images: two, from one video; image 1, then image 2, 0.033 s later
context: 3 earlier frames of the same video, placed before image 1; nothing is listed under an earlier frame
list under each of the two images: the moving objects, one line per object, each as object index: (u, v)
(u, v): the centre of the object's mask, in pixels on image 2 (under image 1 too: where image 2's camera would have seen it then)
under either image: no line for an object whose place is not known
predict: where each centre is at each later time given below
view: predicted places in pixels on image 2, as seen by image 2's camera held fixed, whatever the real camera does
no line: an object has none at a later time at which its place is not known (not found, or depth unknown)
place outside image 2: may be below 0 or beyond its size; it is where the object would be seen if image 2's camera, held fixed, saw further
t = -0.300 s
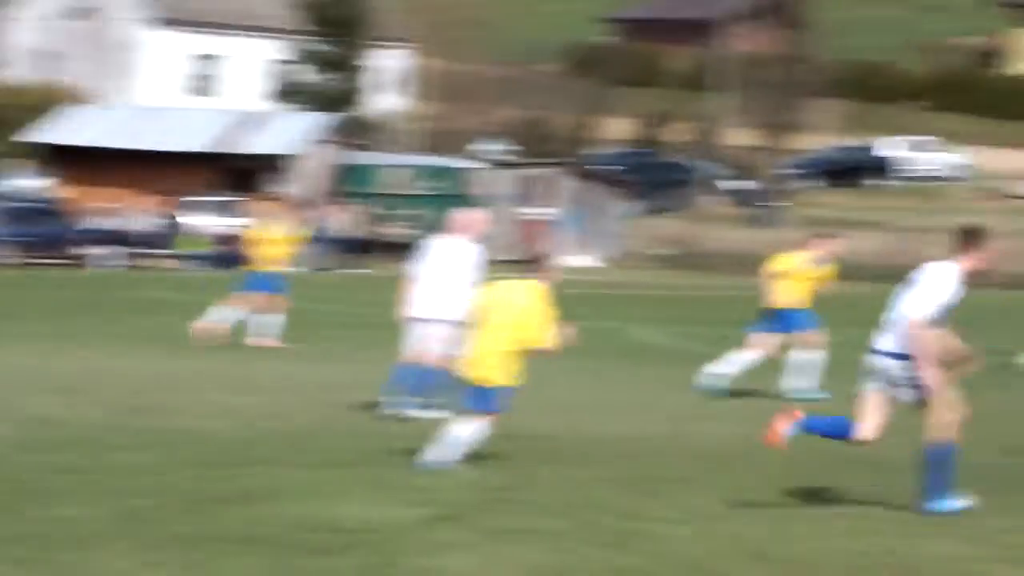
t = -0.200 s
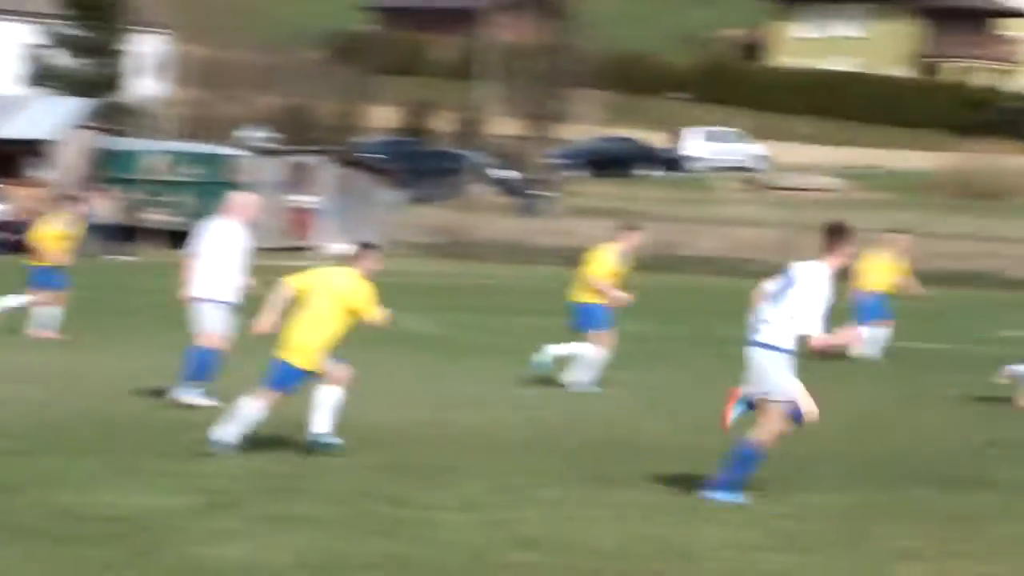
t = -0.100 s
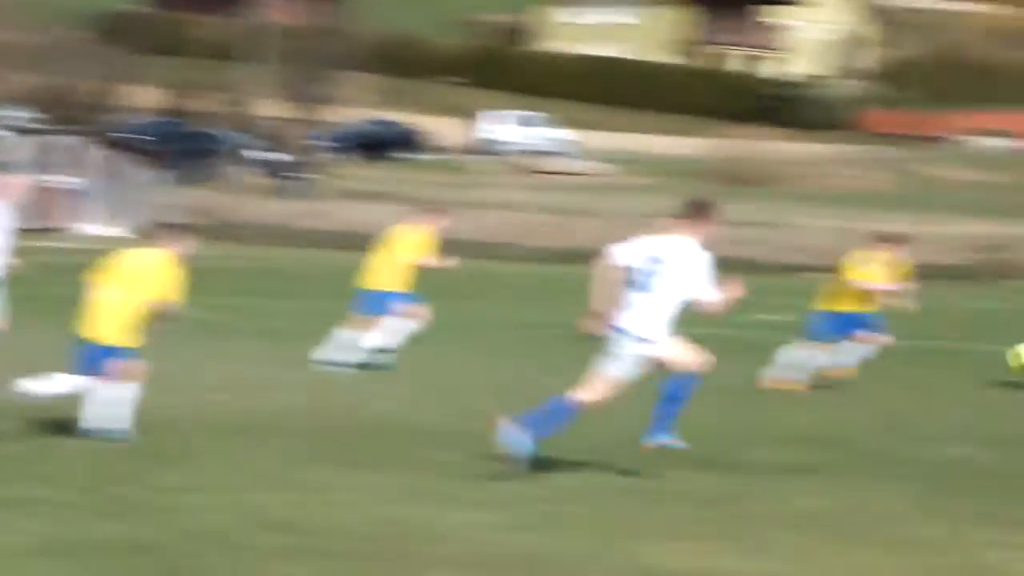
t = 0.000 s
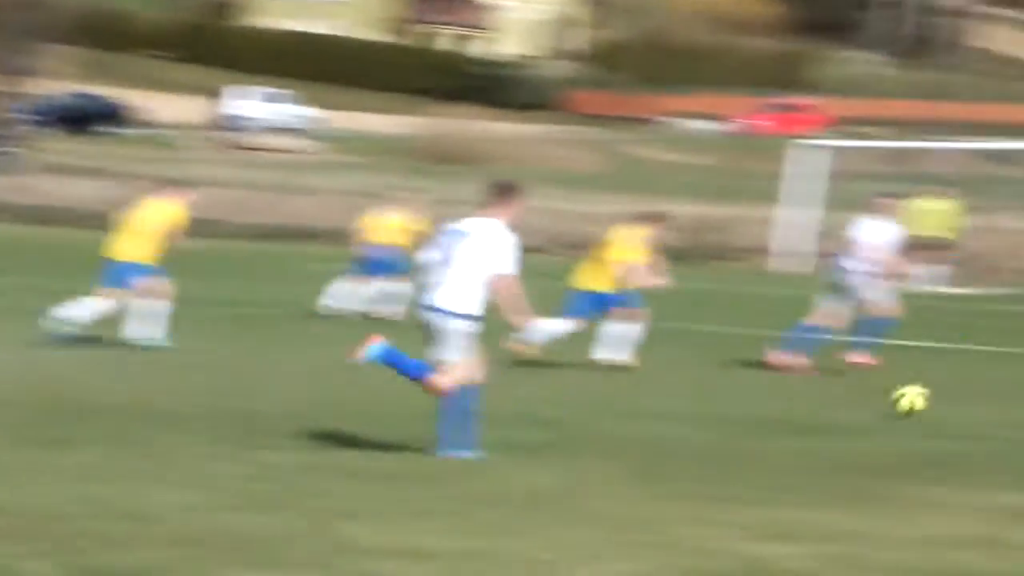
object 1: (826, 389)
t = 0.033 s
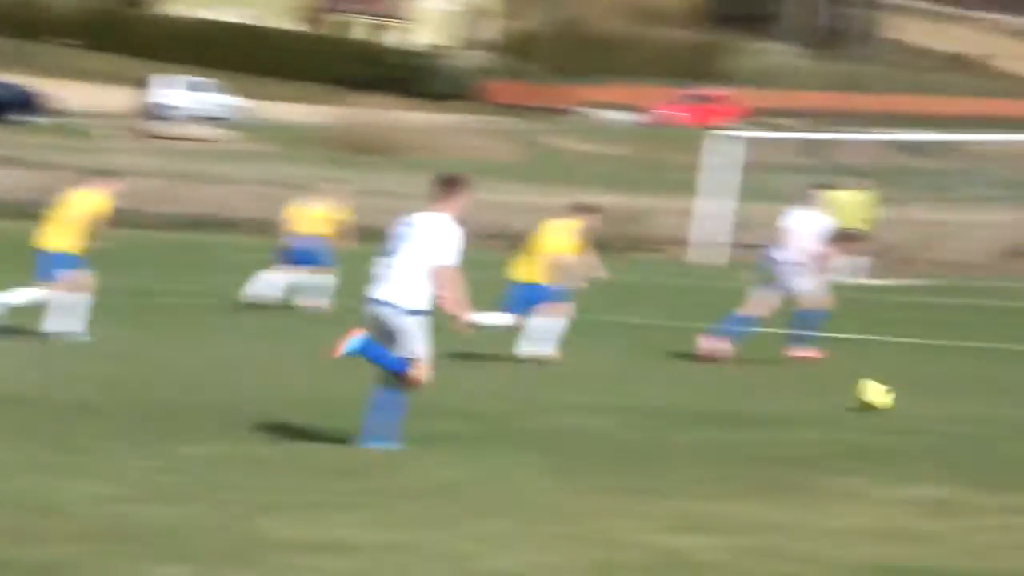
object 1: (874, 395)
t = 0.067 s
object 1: (914, 382)
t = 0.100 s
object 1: (954, 374)
